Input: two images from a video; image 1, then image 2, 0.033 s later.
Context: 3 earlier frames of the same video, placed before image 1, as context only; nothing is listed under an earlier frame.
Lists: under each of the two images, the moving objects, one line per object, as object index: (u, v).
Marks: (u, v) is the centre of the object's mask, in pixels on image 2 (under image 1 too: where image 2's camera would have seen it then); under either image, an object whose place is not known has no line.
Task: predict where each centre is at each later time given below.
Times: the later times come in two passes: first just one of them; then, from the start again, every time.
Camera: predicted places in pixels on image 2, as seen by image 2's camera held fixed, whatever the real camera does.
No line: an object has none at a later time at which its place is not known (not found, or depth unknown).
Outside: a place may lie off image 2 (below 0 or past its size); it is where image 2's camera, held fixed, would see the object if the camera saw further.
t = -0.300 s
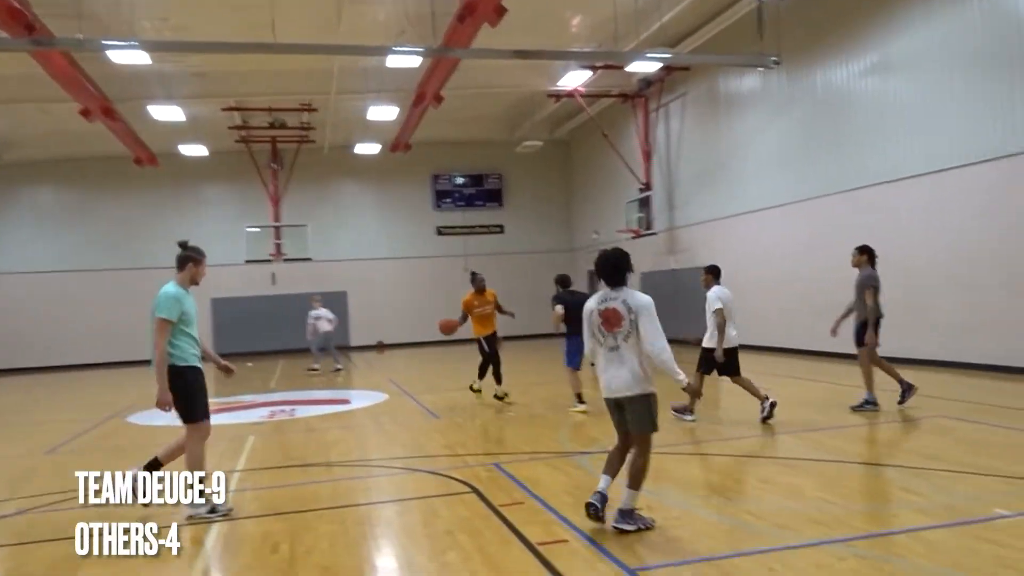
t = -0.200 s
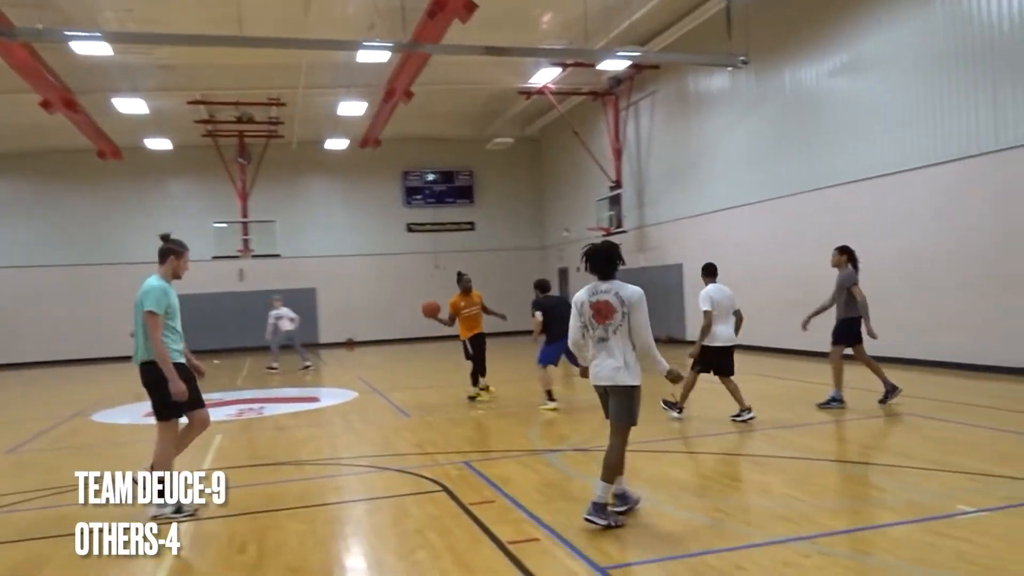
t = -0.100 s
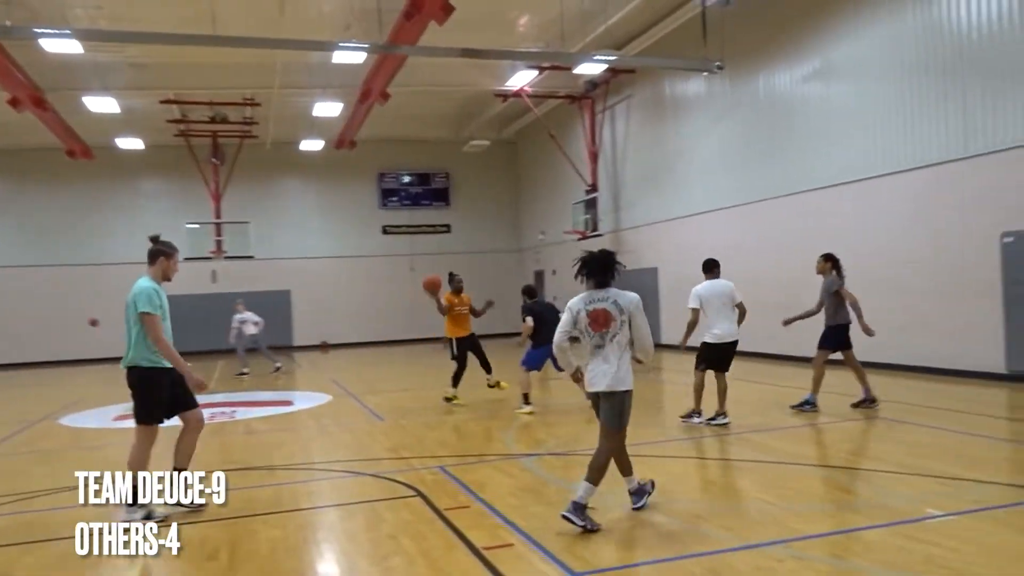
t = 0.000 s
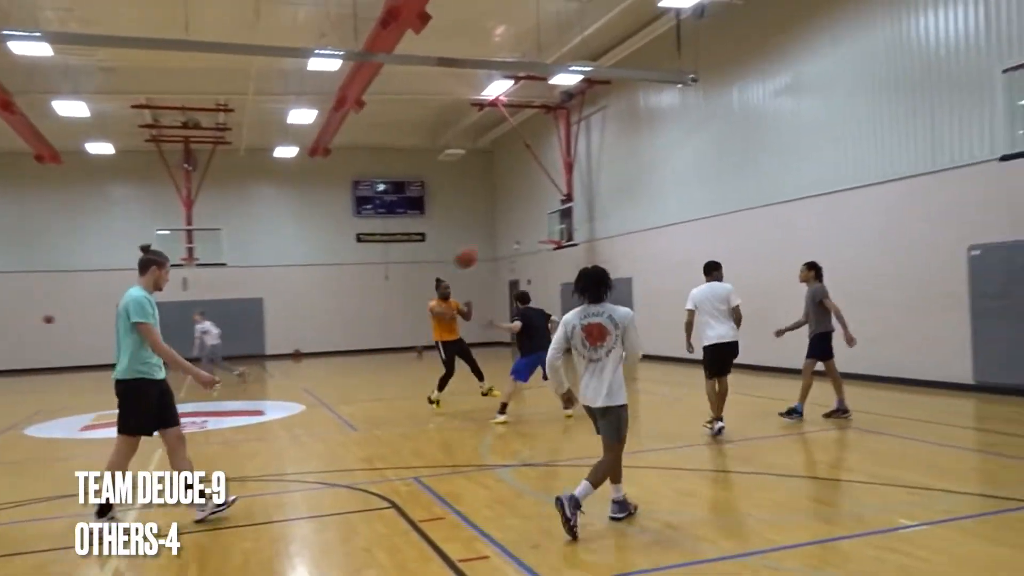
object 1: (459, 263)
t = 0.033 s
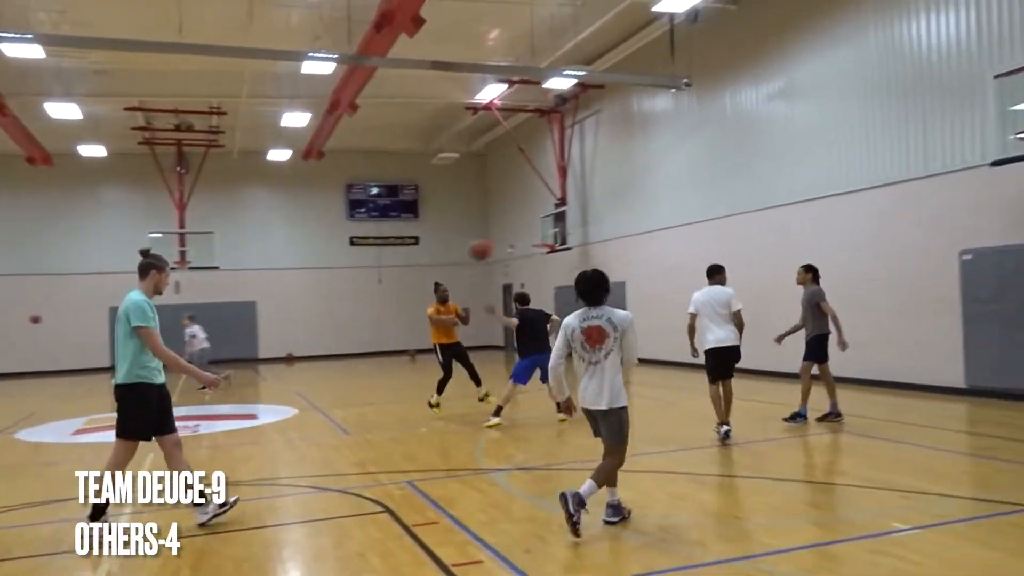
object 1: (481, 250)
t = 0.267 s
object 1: (660, 183)
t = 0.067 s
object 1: (503, 240)
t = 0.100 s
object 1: (526, 230)
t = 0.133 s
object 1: (550, 220)
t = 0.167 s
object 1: (577, 209)
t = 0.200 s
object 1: (603, 200)
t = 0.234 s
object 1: (631, 191)
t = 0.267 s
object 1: (660, 183)
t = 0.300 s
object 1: (691, 176)
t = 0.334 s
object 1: (724, 169)
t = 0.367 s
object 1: (758, 163)
